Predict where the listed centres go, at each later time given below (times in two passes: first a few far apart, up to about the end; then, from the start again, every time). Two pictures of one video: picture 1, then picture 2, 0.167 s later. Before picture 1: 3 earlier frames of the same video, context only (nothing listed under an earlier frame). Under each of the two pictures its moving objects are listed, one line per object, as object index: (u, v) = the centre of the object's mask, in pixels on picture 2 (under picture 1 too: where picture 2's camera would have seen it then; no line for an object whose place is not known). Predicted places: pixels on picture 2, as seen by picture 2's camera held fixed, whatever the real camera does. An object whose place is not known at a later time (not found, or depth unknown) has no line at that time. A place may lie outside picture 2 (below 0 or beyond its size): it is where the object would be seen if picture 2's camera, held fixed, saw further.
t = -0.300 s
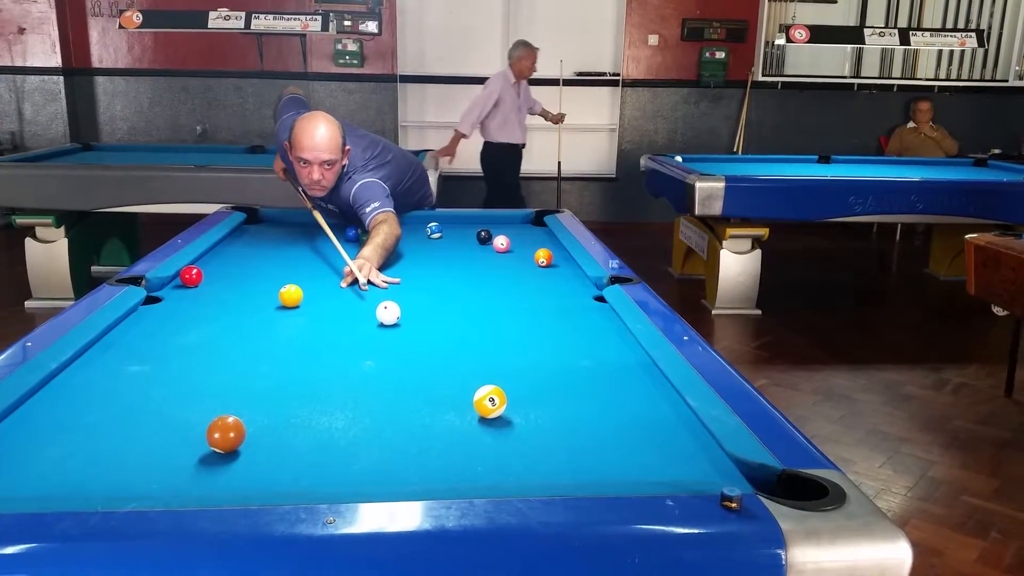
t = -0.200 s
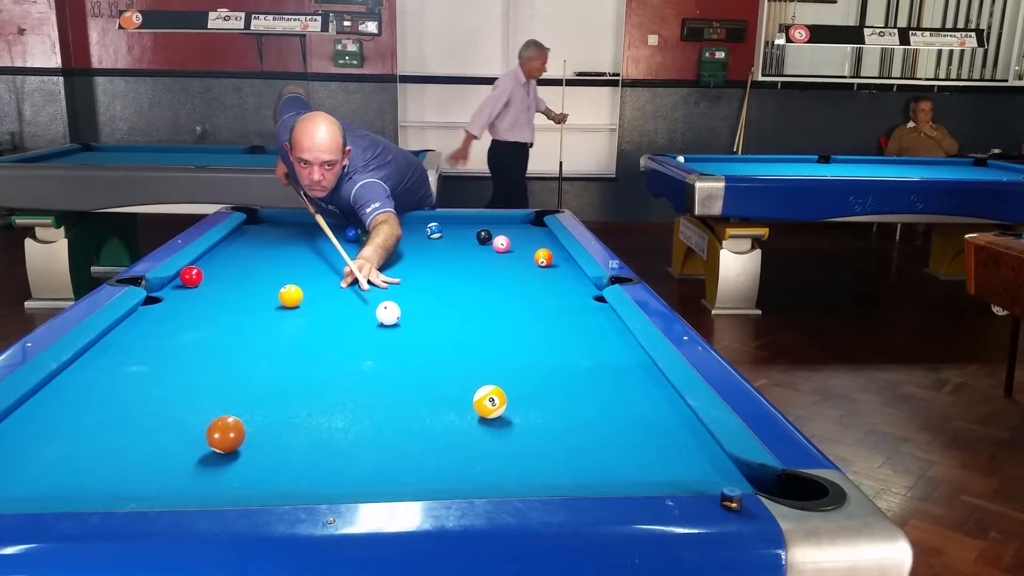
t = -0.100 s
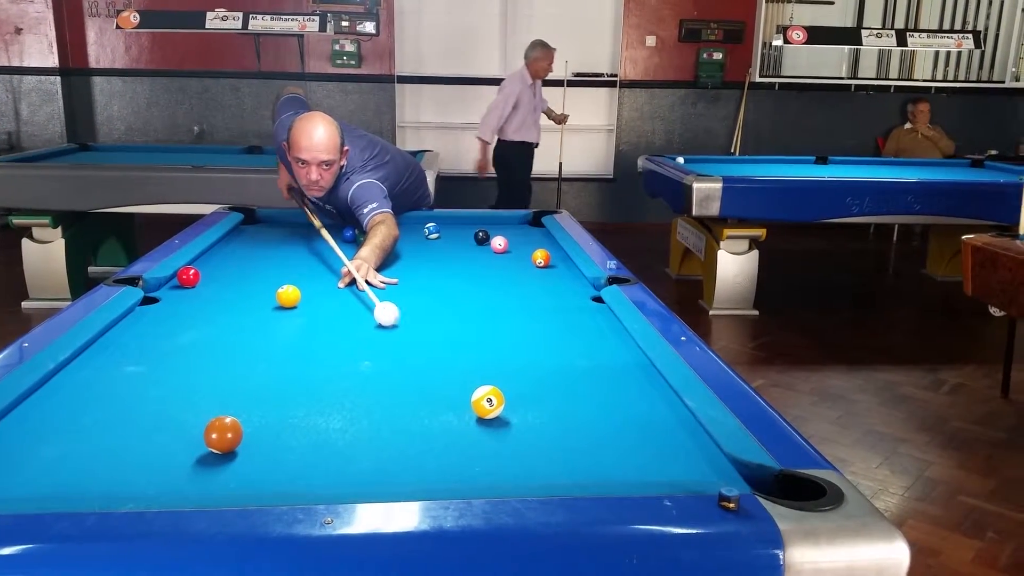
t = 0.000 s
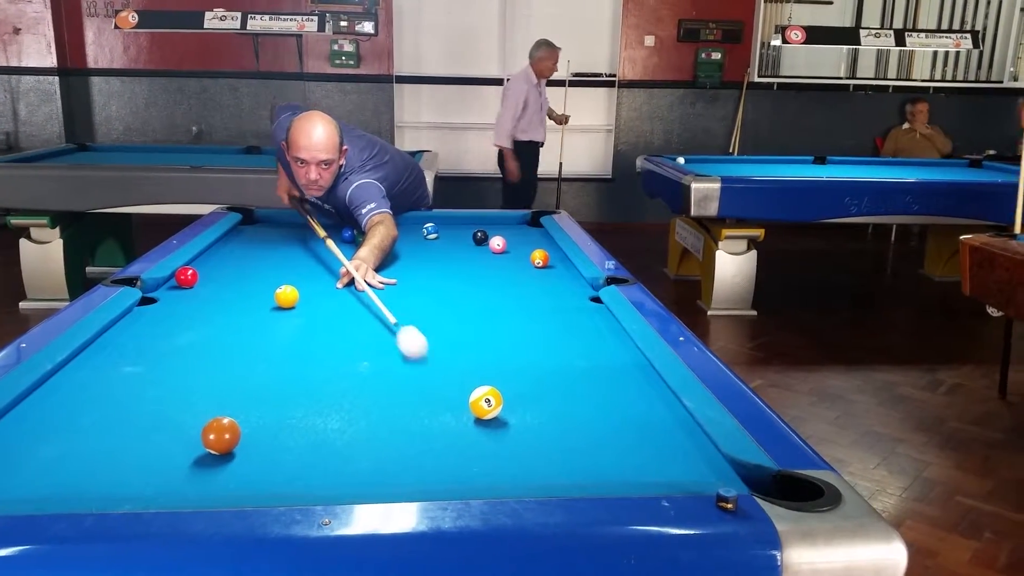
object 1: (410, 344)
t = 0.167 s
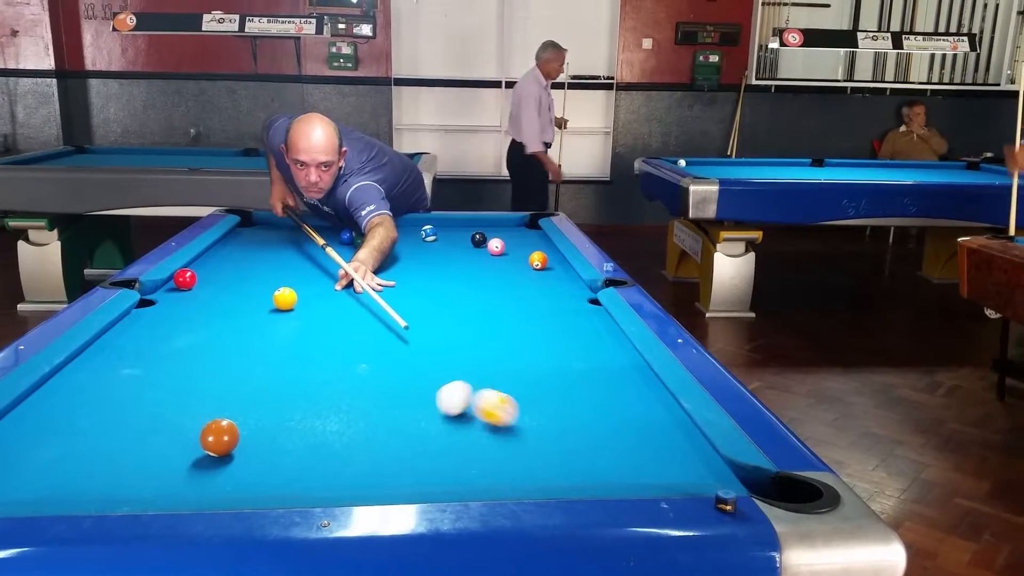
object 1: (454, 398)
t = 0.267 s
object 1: (430, 416)
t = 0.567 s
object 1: (369, 480)
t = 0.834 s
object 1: (342, 452)
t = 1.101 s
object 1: (322, 423)
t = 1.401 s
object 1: (303, 396)
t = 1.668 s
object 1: (289, 378)
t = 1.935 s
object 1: (277, 362)
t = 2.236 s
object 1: (266, 346)
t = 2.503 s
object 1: (258, 335)
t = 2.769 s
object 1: (251, 326)
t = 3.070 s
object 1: (245, 318)
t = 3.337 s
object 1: (241, 311)
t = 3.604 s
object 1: (238, 306)
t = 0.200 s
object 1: (445, 403)
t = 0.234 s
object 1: (437, 409)
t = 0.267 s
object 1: (430, 416)
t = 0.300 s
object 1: (424, 423)
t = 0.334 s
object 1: (418, 431)
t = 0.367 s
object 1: (411, 439)
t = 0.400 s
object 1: (405, 447)
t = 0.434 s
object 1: (398, 456)
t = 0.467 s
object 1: (391, 465)
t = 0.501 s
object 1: (383, 472)
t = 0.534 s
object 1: (376, 477)
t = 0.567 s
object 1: (369, 480)
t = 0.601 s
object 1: (365, 477)
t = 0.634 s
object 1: (361, 475)
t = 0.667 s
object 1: (358, 472)
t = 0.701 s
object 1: (355, 469)
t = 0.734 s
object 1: (352, 464)
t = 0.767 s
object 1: (349, 460)
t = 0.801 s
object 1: (345, 456)
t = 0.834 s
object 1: (342, 452)
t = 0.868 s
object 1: (340, 448)
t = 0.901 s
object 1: (337, 444)
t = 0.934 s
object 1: (334, 440)
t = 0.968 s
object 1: (332, 437)
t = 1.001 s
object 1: (329, 433)
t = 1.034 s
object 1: (327, 430)
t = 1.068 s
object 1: (324, 426)
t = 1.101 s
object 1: (322, 423)
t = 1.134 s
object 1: (319, 420)
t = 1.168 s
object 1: (317, 416)
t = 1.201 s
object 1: (315, 413)
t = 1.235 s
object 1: (313, 410)
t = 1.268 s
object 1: (311, 407)
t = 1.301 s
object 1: (309, 404)
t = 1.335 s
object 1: (307, 402)
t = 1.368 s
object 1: (305, 399)
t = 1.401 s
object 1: (303, 396)
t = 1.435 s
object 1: (301, 394)
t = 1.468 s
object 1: (299, 392)
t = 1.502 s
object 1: (297, 389)
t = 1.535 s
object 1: (295, 387)
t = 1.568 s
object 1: (294, 384)
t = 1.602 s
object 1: (292, 382)
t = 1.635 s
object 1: (290, 380)
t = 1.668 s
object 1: (289, 378)
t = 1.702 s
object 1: (287, 376)
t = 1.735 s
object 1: (286, 373)
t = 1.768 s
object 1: (284, 371)
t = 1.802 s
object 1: (283, 370)
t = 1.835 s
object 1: (282, 368)
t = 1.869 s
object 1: (280, 366)
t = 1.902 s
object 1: (279, 364)
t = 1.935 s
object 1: (277, 362)
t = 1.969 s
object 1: (276, 360)
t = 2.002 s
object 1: (275, 358)
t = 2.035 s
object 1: (273, 357)
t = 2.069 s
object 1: (272, 355)
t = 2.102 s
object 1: (270, 352)
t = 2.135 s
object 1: (269, 350)
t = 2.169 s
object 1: (268, 349)
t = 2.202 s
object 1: (267, 347)
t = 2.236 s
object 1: (266, 346)
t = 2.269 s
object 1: (265, 344)
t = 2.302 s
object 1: (264, 343)
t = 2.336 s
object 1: (262, 342)
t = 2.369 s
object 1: (262, 340)
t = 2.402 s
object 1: (260, 339)
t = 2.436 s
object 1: (260, 338)
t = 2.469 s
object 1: (259, 336)
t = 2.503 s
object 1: (258, 335)
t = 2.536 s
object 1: (257, 334)
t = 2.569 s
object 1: (256, 333)
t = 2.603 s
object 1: (255, 332)
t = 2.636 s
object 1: (254, 331)
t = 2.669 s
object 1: (254, 329)
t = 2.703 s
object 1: (253, 328)
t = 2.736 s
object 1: (252, 327)
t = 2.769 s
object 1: (251, 326)
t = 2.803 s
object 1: (250, 325)
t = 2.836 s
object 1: (250, 324)
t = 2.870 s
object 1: (249, 323)
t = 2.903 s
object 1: (248, 322)
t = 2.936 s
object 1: (248, 321)
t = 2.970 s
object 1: (247, 320)
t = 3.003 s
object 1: (246, 319)
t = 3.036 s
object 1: (246, 318)
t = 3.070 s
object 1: (245, 318)
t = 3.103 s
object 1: (244, 317)
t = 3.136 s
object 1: (244, 316)
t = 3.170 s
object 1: (243, 315)
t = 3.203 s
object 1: (243, 314)
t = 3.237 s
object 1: (242, 313)
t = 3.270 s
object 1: (242, 312)
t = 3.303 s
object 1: (241, 311)
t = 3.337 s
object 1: (241, 311)
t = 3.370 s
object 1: (241, 310)
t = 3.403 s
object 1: (240, 309)
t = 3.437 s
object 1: (240, 309)
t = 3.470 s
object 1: (239, 308)
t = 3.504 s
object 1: (239, 308)
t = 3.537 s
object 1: (239, 307)
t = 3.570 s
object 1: (239, 306)
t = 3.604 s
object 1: (238, 306)
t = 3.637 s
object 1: (238, 305)
